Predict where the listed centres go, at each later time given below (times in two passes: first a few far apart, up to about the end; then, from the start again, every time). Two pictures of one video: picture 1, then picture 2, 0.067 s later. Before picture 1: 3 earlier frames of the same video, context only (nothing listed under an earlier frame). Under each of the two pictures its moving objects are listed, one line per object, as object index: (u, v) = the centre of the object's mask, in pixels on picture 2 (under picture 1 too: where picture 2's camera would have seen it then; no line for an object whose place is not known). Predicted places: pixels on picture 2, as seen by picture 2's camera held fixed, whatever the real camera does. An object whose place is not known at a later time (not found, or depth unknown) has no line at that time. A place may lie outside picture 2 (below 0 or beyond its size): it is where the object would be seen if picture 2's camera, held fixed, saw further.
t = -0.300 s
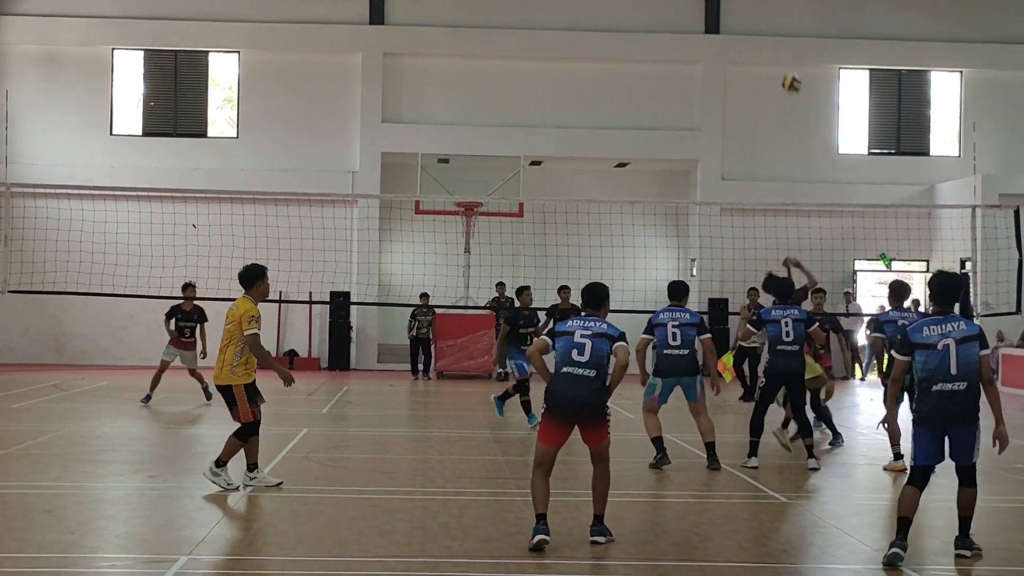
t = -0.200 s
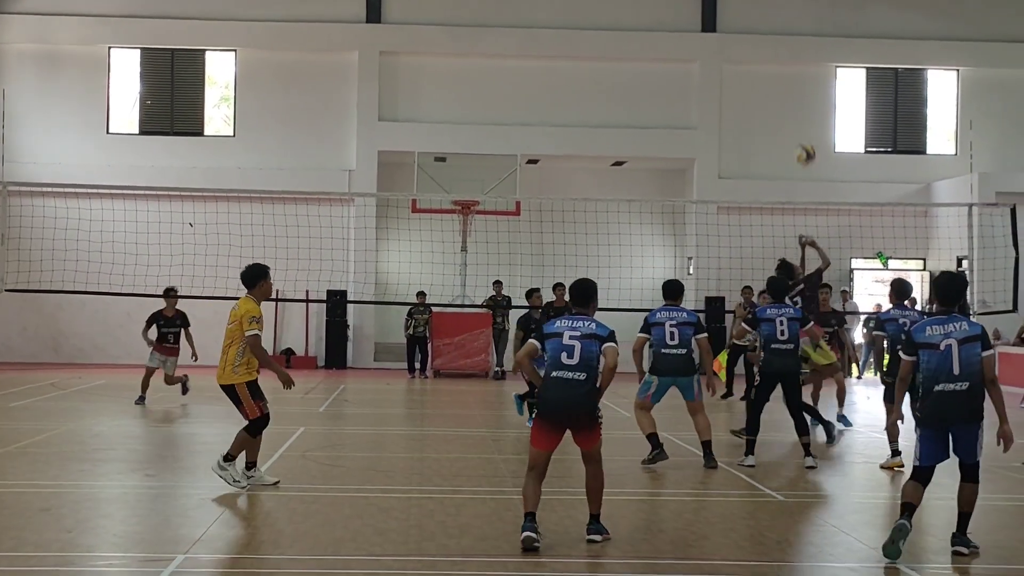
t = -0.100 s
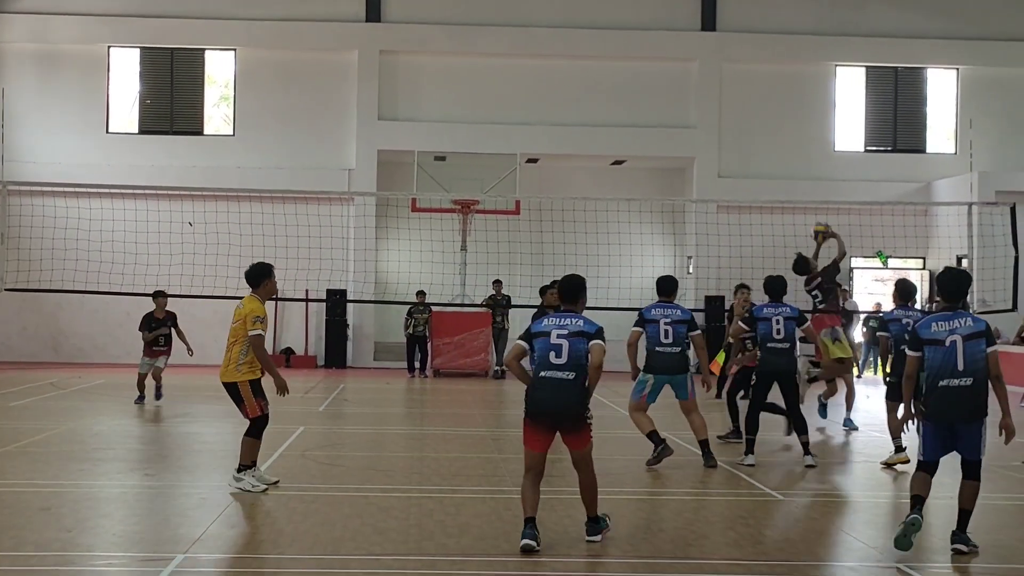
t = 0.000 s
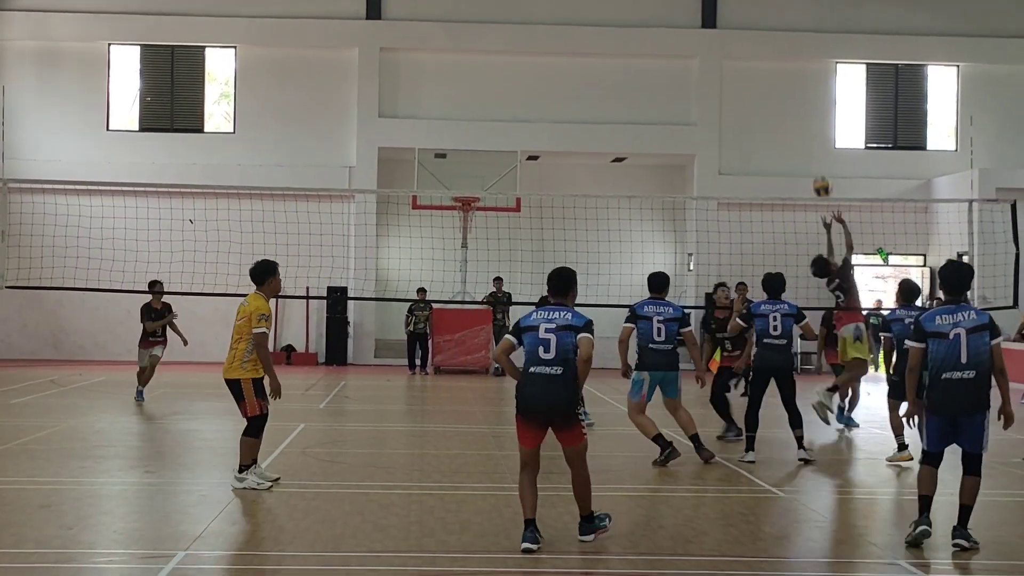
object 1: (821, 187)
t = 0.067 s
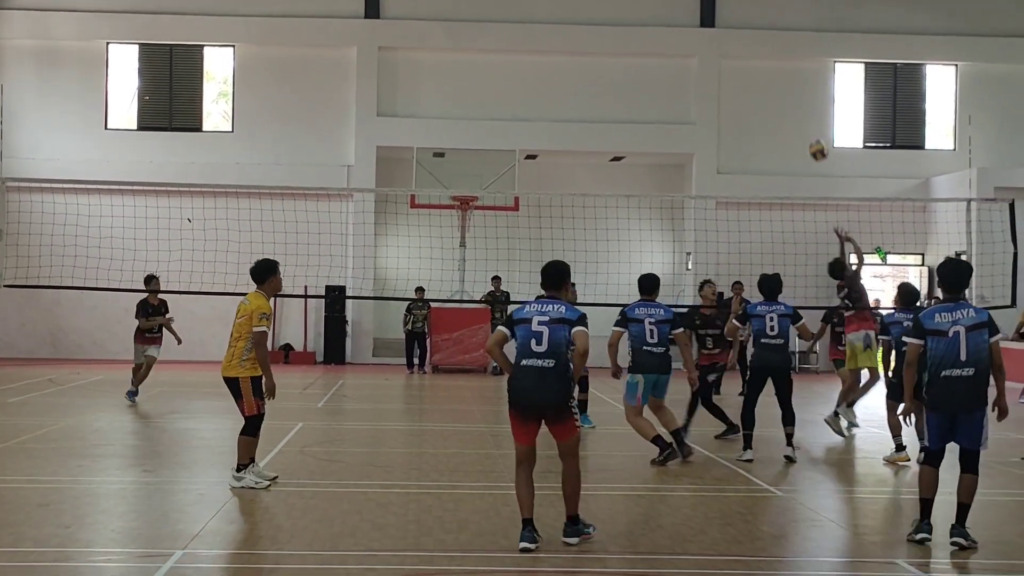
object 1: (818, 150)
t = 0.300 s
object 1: (813, 60)
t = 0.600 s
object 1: (804, 26)
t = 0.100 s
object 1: (817, 134)
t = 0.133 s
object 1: (817, 118)
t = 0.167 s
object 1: (816, 105)
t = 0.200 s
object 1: (815, 92)
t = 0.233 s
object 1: (814, 81)
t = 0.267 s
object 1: (813, 70)
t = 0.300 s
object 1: (813, 60)
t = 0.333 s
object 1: (812, 52)
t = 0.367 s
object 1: (811, 45)
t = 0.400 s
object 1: (810, 39)
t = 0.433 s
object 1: (809, 34)
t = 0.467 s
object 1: (808, 29)
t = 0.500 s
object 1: (807, 27)
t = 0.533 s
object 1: (806, 26)
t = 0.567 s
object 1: (805, 25)
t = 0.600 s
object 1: (804, 26)
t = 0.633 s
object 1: (803, 27)
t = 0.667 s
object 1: (802, 30)
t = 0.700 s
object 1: (800, 34)
